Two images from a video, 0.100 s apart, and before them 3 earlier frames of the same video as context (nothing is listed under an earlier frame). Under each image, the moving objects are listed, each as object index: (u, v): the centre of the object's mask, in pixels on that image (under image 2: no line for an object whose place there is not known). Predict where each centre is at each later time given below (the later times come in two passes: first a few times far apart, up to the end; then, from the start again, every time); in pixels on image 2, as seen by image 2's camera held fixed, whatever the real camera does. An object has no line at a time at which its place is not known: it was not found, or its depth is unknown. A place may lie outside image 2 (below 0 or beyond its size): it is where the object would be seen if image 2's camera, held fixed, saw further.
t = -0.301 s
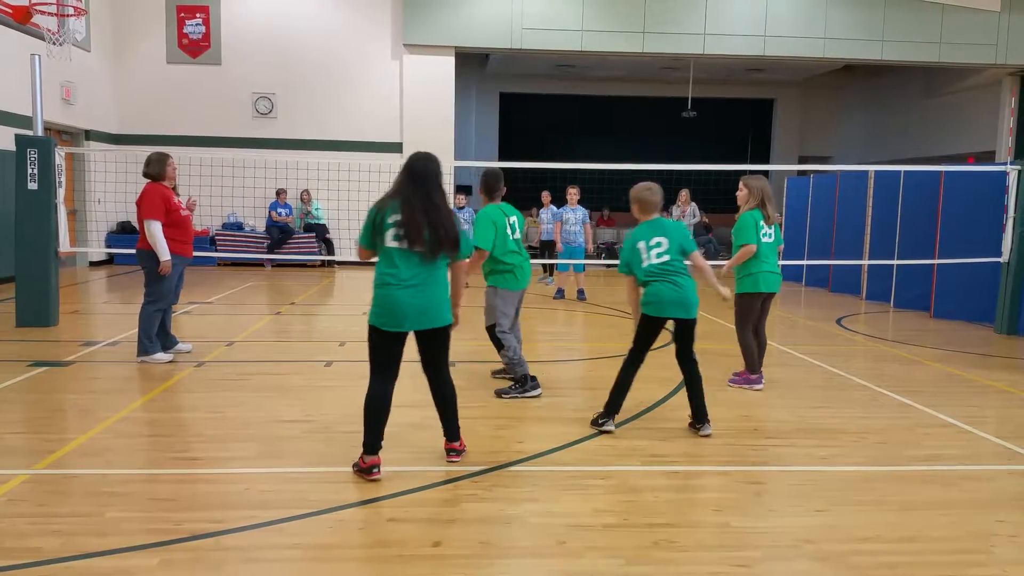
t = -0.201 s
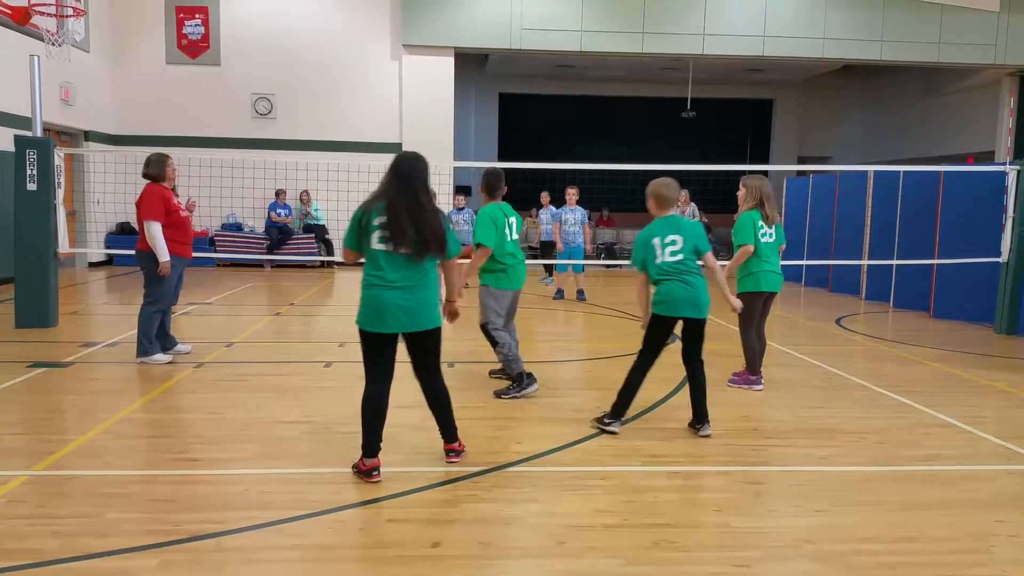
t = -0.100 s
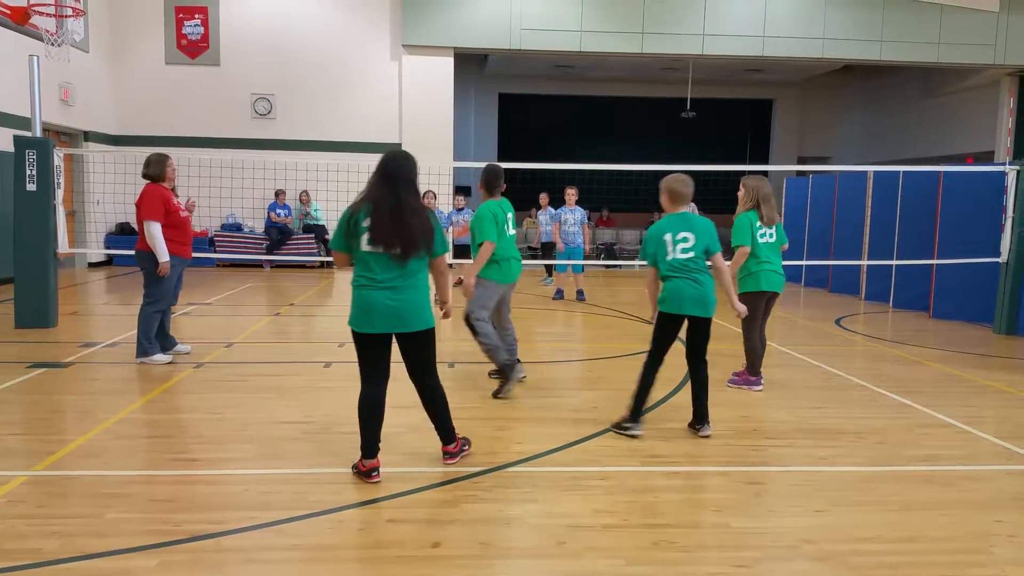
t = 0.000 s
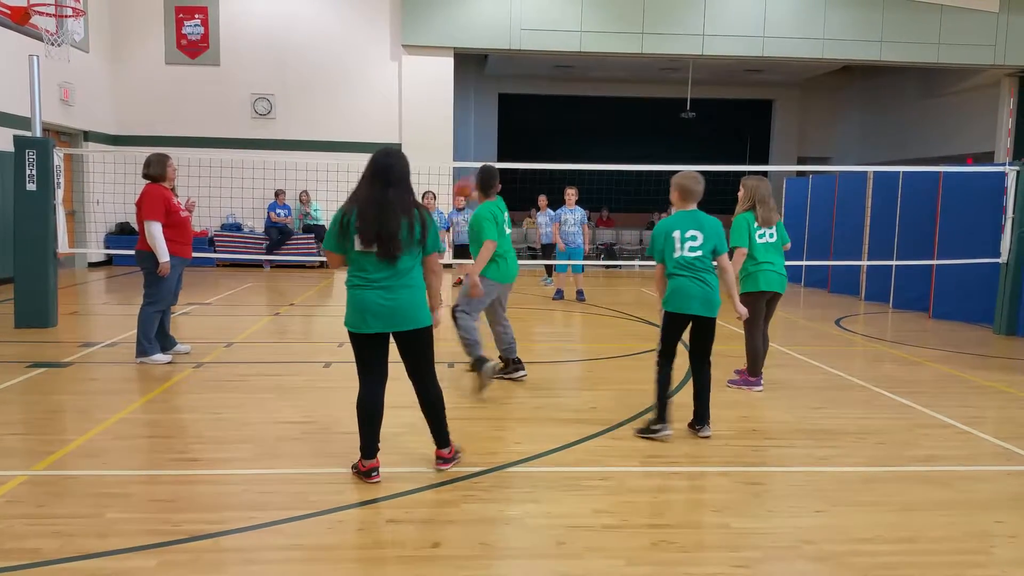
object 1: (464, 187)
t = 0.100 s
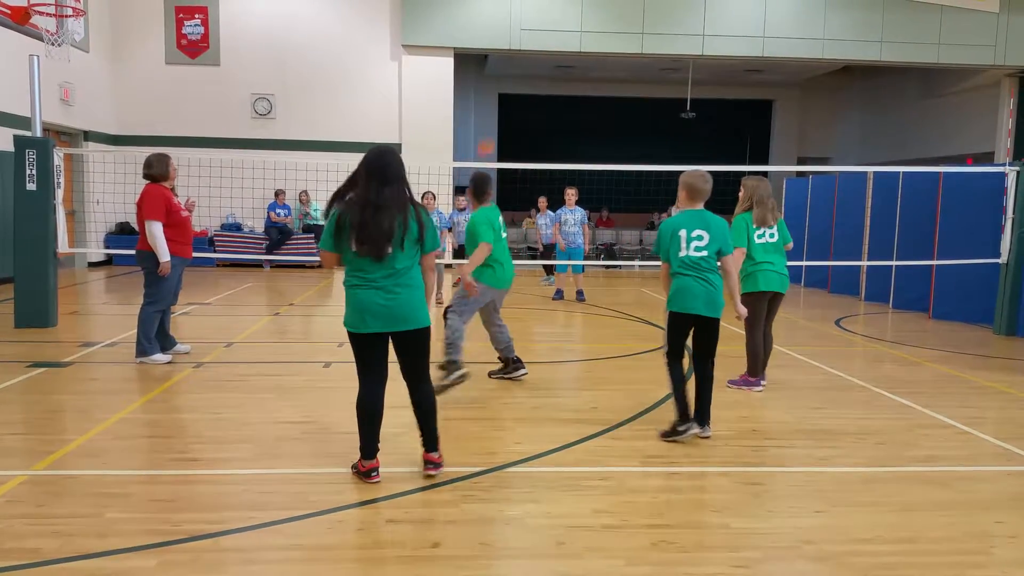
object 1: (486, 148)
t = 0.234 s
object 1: (511, 118)
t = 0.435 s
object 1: (540, 112)
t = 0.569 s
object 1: (554, 126)
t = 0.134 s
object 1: (492, 138)
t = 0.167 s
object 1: (499, 129)
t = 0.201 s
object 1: (505, 123)
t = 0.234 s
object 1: (511, 118)
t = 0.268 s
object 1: (516, 114)
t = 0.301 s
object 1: (521, 112)
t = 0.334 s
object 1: (526, 110)
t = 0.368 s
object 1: (531, 110)
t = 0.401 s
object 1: (536, 110)
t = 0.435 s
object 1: (540, 112)
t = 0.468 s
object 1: (543, 114)
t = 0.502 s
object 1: (547, 118)
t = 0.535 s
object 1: (550, 122)
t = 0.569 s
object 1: (554, 126)
